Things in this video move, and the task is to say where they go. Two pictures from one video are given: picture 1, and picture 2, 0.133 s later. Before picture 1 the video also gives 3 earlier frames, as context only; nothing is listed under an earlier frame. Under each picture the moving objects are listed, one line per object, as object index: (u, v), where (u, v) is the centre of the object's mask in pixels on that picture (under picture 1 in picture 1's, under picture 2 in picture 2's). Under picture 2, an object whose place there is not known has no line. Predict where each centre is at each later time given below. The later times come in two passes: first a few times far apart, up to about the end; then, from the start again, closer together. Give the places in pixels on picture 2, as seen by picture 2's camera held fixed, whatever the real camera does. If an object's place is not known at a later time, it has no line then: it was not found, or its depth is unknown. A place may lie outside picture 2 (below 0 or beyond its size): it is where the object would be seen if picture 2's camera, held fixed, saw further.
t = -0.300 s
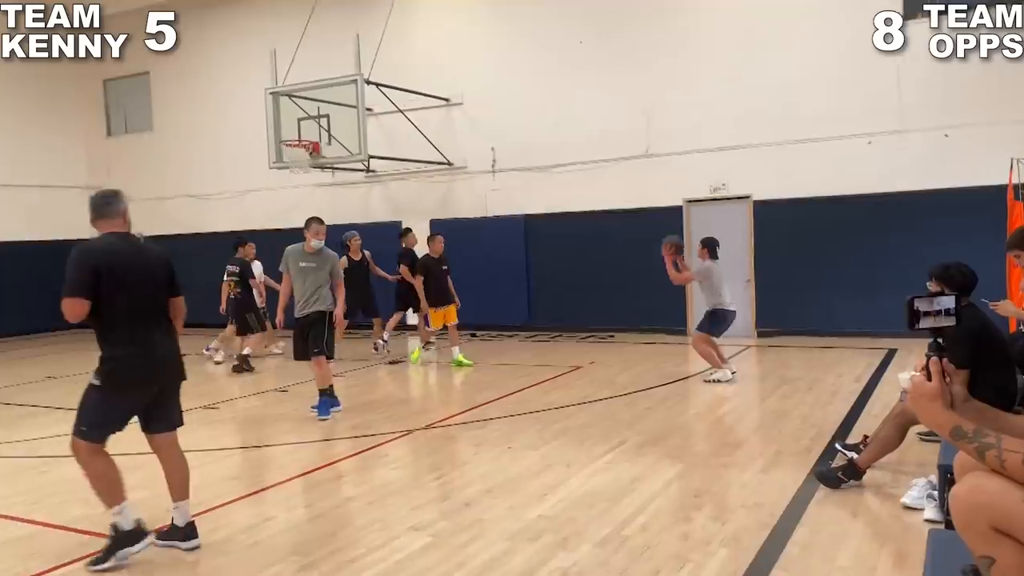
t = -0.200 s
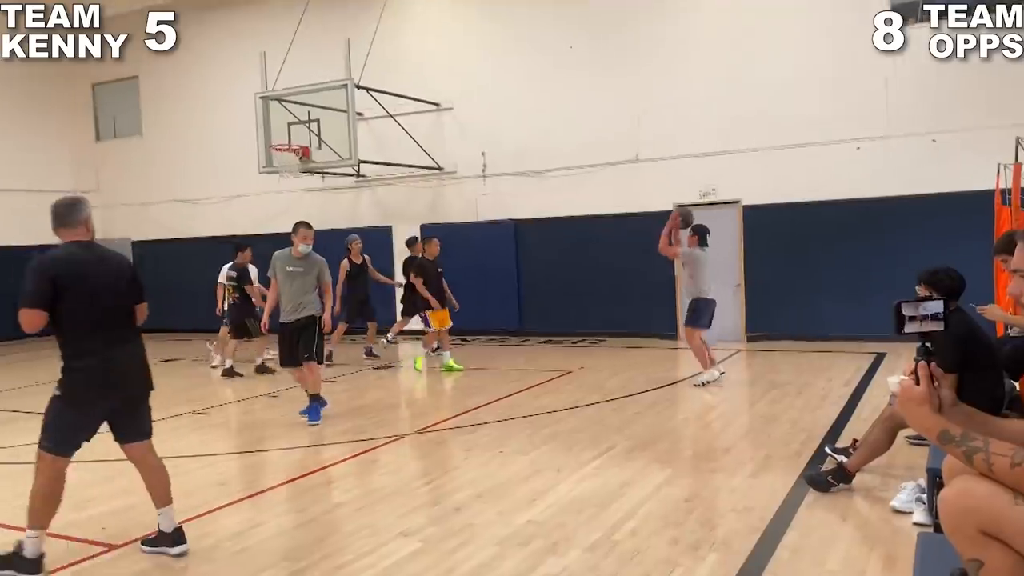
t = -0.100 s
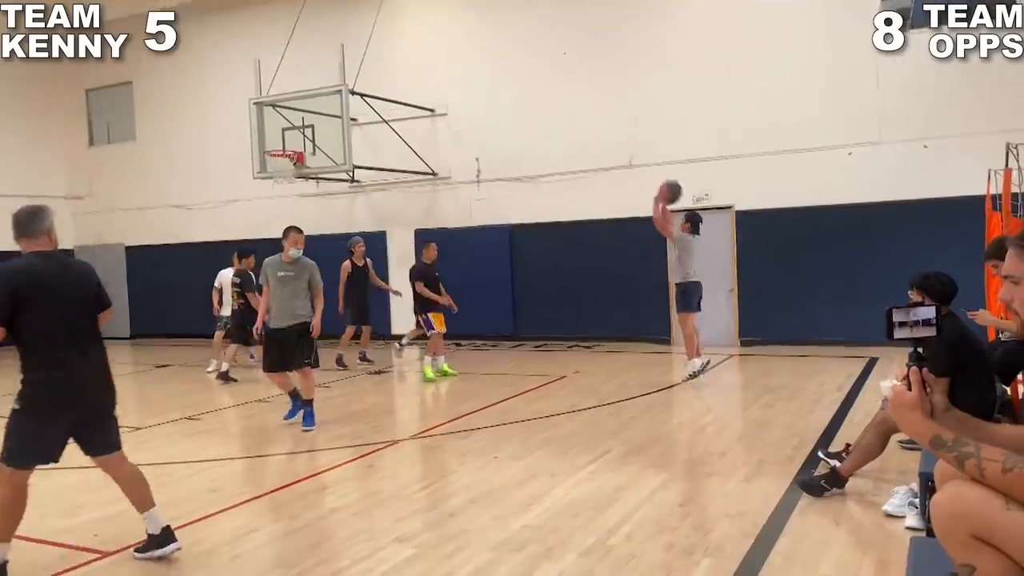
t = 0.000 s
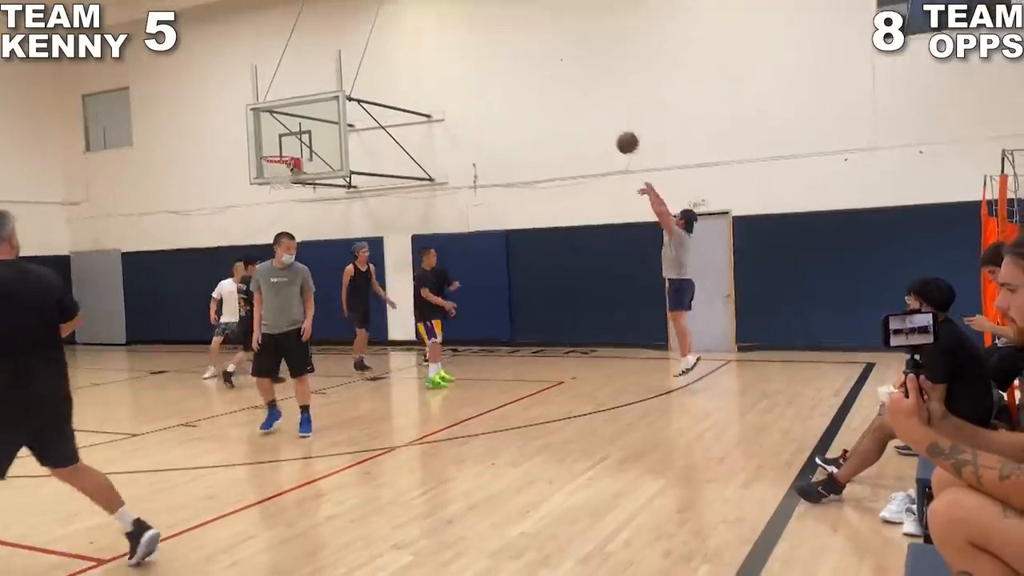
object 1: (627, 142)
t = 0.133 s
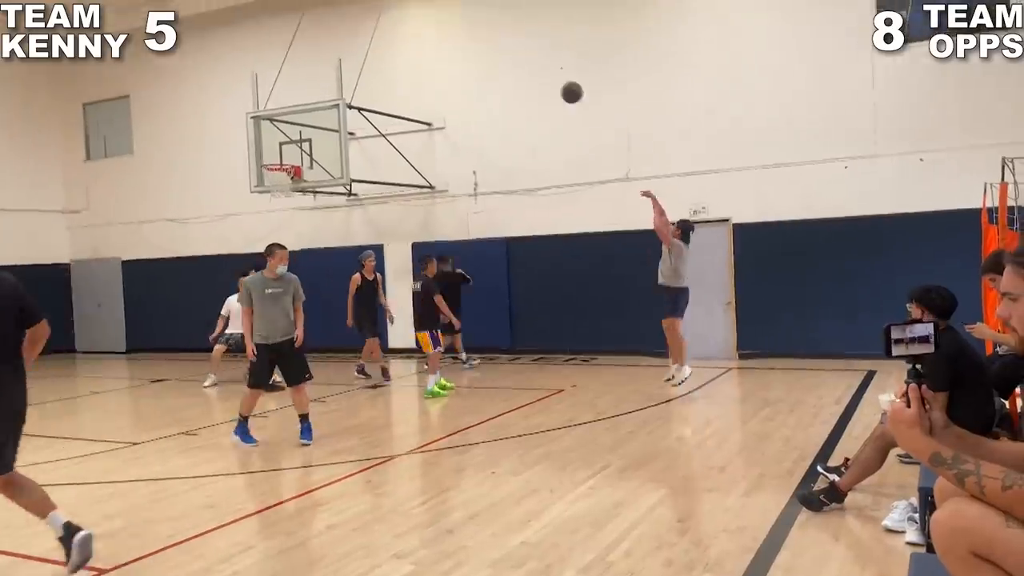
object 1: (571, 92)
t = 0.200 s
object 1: (546, 71)
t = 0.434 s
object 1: (465, 29)
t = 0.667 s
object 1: (398, 34)
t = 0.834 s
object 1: (356, 62)
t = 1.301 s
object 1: (272, 178)
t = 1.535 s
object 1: (293, 182)
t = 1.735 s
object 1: (288, 192)
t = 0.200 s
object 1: (546, 71)
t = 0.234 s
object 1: (533, 62)
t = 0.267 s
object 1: (521, 54)
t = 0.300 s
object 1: (509, 47)
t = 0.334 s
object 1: (498, 41)
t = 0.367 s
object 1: (487, 36)
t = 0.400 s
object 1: (476, 32)
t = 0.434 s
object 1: (465, 29)
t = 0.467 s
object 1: (455, 27)
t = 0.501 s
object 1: (445, 26)
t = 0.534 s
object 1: (435, 26)
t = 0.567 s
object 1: (426, 27)
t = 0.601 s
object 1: (416, 28)
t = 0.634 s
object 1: (407, 31)
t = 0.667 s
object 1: (398, 34)
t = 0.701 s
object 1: (389, 38)
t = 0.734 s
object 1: (381, 43)
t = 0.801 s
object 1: (364, 55)
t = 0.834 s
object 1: (356, 62)
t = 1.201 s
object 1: (274, 168)
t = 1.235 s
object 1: (269, 173)
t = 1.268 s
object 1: (271, 177)
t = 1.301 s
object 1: (272, 178)
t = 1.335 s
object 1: (276, 179)
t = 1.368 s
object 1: (279, 182)
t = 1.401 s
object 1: (283, 182)
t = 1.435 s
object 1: (286, 182)
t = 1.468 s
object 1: (288, 181)
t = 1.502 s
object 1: (291, 182)
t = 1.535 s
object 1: (293, 182)
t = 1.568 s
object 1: (293, 183)
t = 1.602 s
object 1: (293, 183)
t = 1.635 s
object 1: (293, 186)
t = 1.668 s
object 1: (292, 187)
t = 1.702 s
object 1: (290, 189)
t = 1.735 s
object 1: (288, 192)
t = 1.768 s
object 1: (287, 194)
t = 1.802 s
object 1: (284, 197)
